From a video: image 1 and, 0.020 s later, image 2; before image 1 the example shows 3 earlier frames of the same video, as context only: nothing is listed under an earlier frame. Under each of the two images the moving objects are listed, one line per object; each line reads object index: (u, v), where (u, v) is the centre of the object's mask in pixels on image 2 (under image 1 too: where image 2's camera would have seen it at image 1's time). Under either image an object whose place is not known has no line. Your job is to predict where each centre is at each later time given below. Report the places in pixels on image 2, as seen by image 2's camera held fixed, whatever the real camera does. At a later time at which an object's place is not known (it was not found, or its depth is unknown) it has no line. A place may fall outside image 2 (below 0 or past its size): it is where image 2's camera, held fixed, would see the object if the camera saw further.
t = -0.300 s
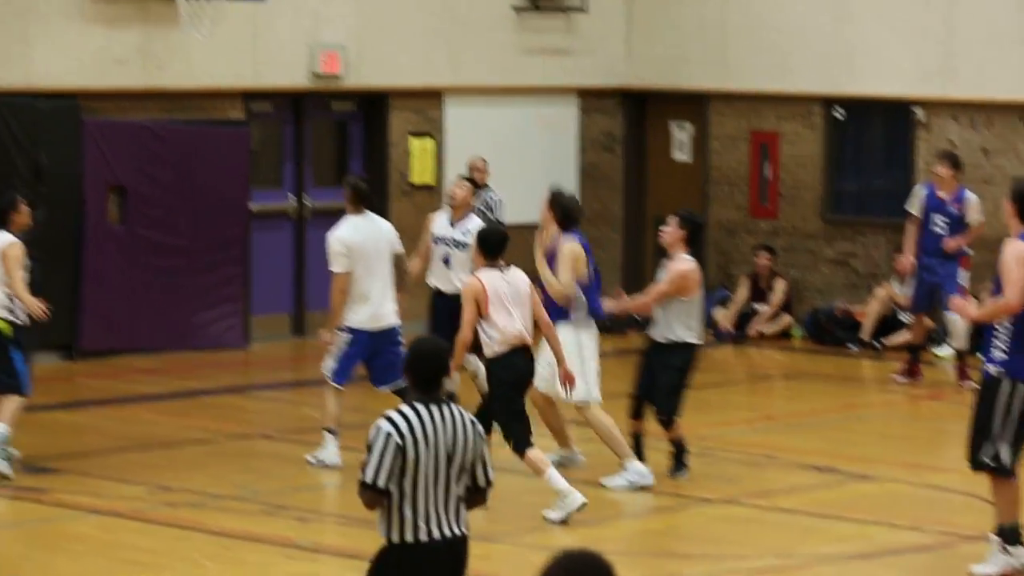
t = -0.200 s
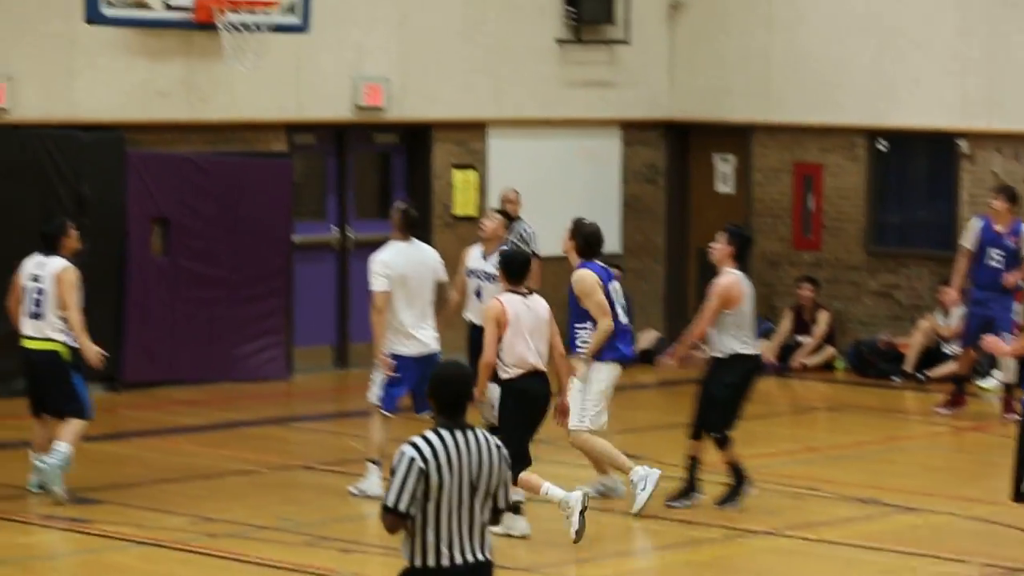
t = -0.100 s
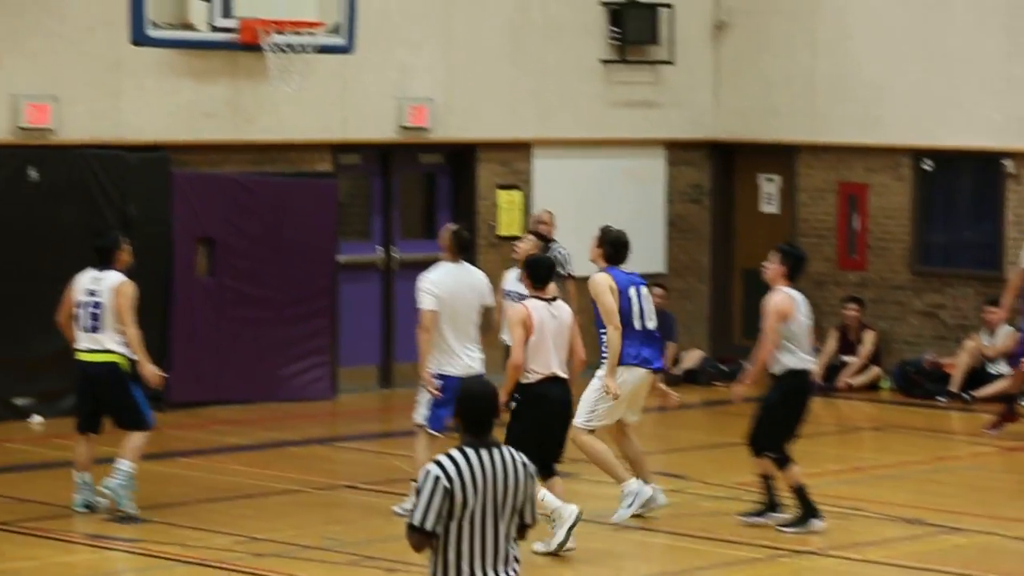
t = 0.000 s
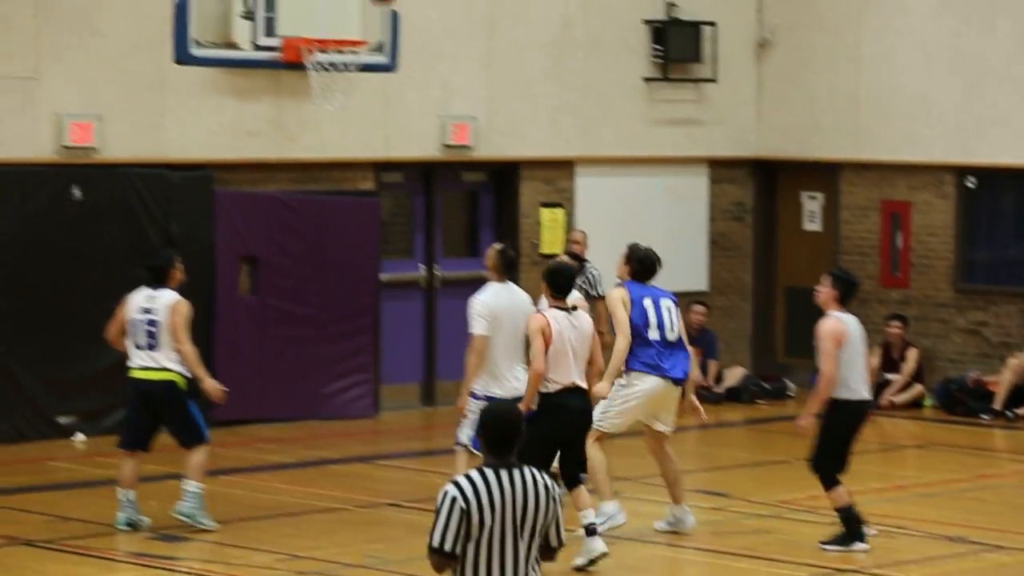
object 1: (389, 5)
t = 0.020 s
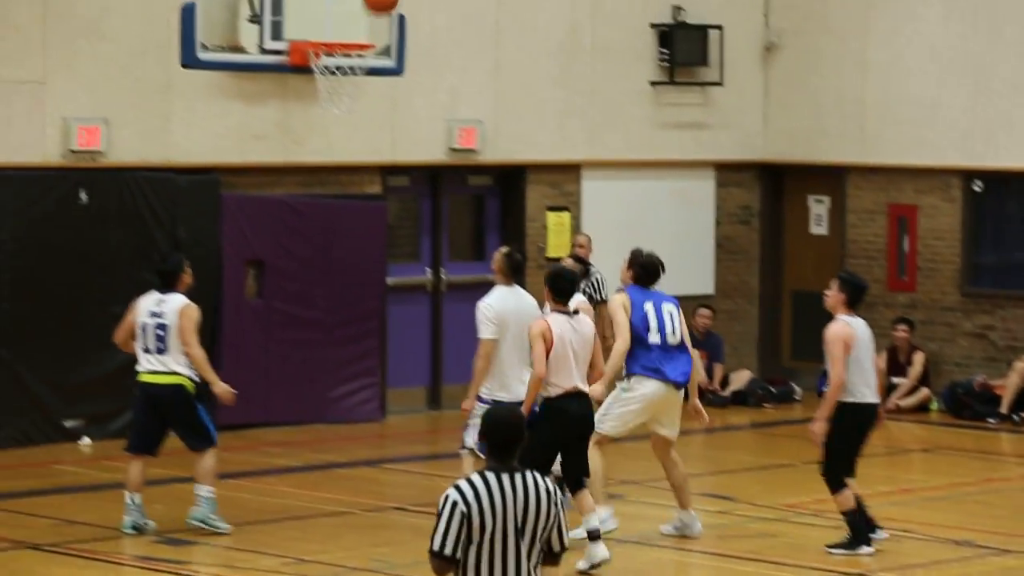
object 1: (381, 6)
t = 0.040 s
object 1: (372, 7)
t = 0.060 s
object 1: (363, 12)
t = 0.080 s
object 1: (354, 19)
